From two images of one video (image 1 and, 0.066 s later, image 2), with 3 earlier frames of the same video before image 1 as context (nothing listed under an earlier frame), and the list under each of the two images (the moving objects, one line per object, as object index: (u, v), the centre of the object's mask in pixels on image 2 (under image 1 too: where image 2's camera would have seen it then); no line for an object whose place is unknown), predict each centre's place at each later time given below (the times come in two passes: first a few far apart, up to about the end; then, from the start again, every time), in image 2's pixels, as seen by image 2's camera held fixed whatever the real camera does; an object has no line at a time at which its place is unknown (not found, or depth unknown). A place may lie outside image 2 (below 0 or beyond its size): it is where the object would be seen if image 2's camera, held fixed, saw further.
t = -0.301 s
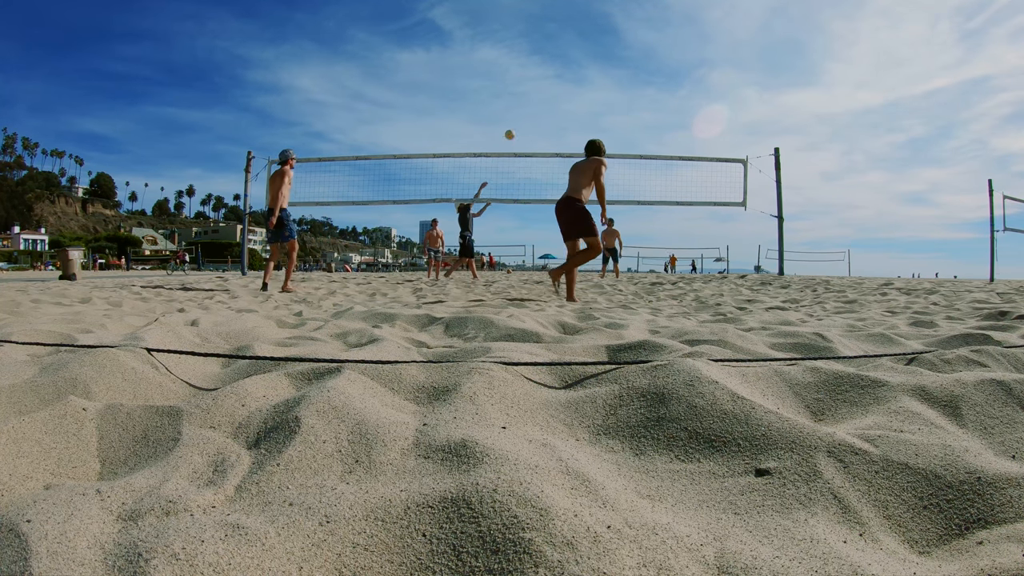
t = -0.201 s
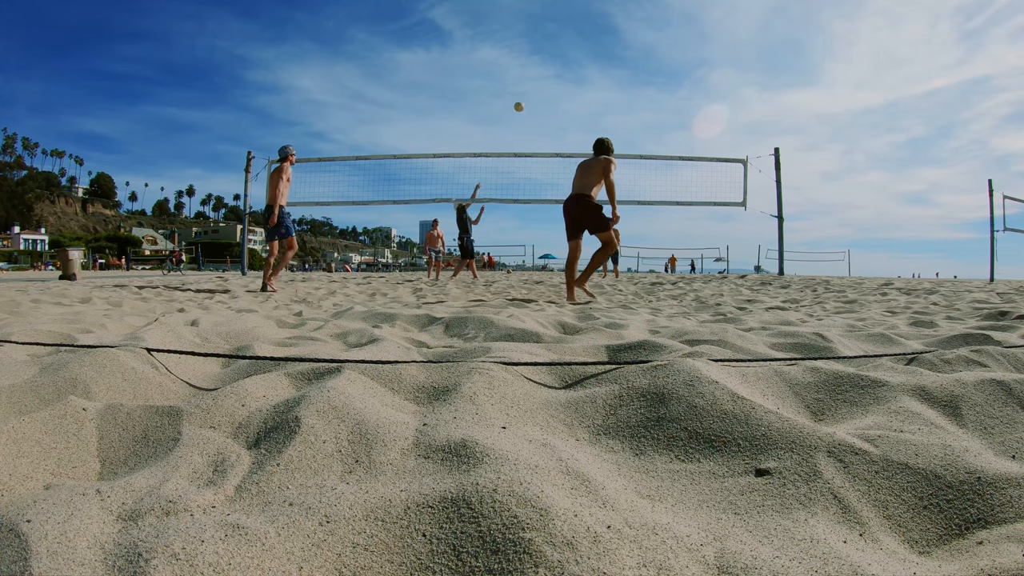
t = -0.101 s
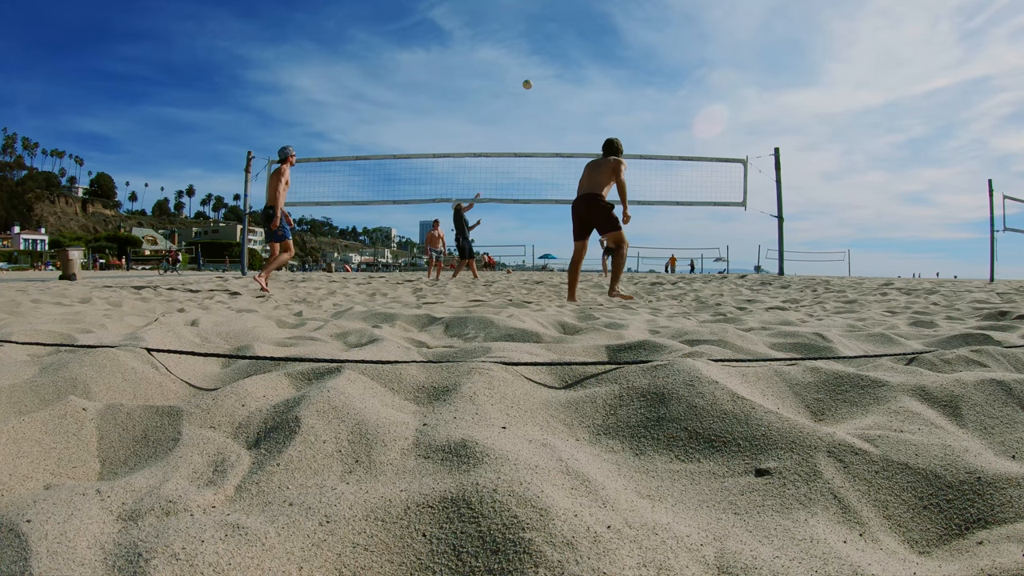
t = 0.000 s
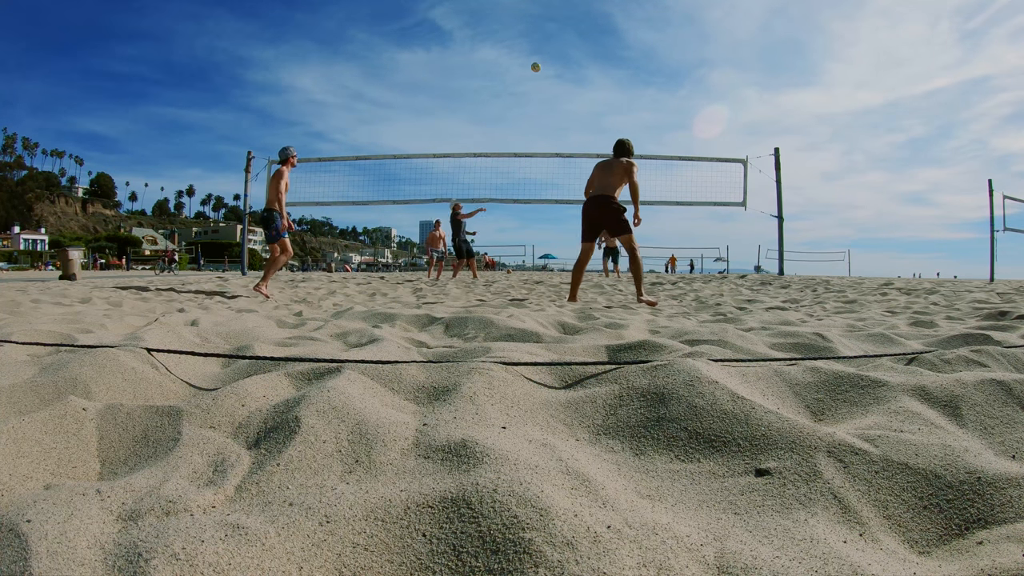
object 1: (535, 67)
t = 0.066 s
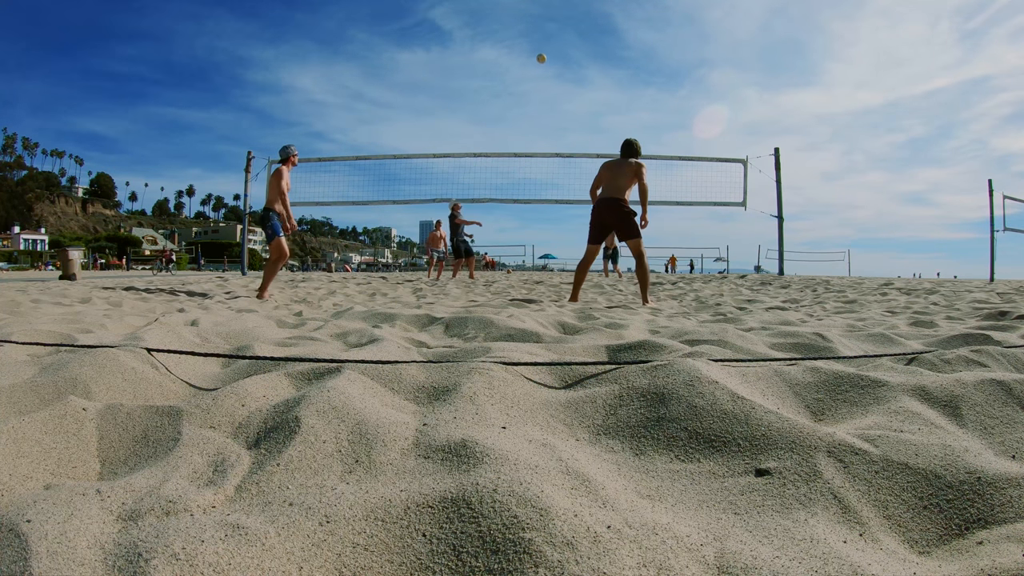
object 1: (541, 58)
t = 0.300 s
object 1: (558, 42)
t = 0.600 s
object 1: (579, 53)
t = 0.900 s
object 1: (597, 100)
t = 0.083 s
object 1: (542, 56)
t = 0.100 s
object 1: (543, 55)
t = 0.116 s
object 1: (544, 53)
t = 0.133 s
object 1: (546, 51)
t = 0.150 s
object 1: (547, 50)
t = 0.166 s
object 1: (548, 49)
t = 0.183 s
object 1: (550, 47)
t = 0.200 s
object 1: (551, 46)
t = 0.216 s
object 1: (552, 45)
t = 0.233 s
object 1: (553, 44)
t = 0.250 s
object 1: (555, 44)
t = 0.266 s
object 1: (556, 43)
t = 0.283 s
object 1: (557, 43)
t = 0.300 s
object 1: (558, 42)
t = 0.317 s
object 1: (560, 42)
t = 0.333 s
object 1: (561, 42)
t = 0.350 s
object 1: (562, 42)
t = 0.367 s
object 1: (563, 42)
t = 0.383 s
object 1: (564, 42)
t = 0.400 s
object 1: (566, 42)
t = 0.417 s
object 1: (567, 43)
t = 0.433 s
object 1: (568, 43)
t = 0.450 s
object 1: (569, 44)
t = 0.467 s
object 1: (570, 44)
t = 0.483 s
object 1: (571, 45)
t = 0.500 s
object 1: (573, 46)
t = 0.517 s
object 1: (574, 47)
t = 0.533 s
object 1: (575, 48)
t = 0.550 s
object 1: (576, 49)
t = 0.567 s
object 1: (577, 50)
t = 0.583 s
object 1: (578, 52)
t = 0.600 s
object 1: (579, 53)
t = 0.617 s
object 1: (580, 55)
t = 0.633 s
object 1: (582, 57)
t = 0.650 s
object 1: (583, 59)
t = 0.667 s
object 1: (583, 60)
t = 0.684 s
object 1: (585, 63)
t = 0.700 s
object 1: (586, 65)
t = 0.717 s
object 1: (587, 67)
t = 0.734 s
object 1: (588, 70)
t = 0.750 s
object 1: (589, 72)
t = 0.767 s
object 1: (590, 75)
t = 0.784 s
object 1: (591, 77)
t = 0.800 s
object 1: (592, 80)
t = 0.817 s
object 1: (593, 83)
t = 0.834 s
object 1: (594, 87)
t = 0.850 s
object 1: (595, 90)
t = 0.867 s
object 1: (596, 93)
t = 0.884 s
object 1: (596, 97)
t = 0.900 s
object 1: (597, 100)
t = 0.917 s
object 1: (598, 104)
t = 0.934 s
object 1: (599, 108)
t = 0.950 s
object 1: (600, 111)
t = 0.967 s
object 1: (601, 116)
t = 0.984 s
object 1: (602, 120)
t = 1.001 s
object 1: (603, 124)
